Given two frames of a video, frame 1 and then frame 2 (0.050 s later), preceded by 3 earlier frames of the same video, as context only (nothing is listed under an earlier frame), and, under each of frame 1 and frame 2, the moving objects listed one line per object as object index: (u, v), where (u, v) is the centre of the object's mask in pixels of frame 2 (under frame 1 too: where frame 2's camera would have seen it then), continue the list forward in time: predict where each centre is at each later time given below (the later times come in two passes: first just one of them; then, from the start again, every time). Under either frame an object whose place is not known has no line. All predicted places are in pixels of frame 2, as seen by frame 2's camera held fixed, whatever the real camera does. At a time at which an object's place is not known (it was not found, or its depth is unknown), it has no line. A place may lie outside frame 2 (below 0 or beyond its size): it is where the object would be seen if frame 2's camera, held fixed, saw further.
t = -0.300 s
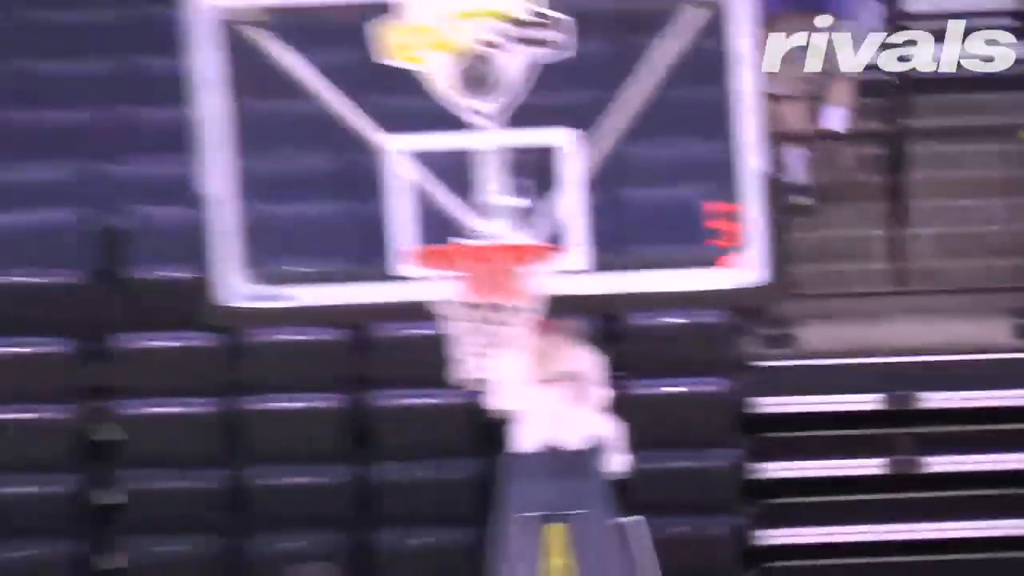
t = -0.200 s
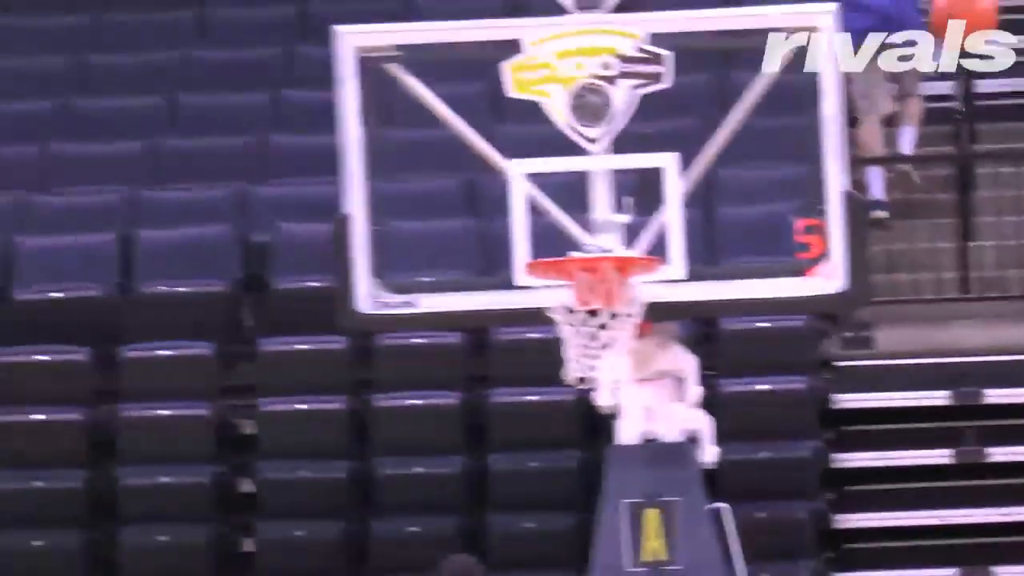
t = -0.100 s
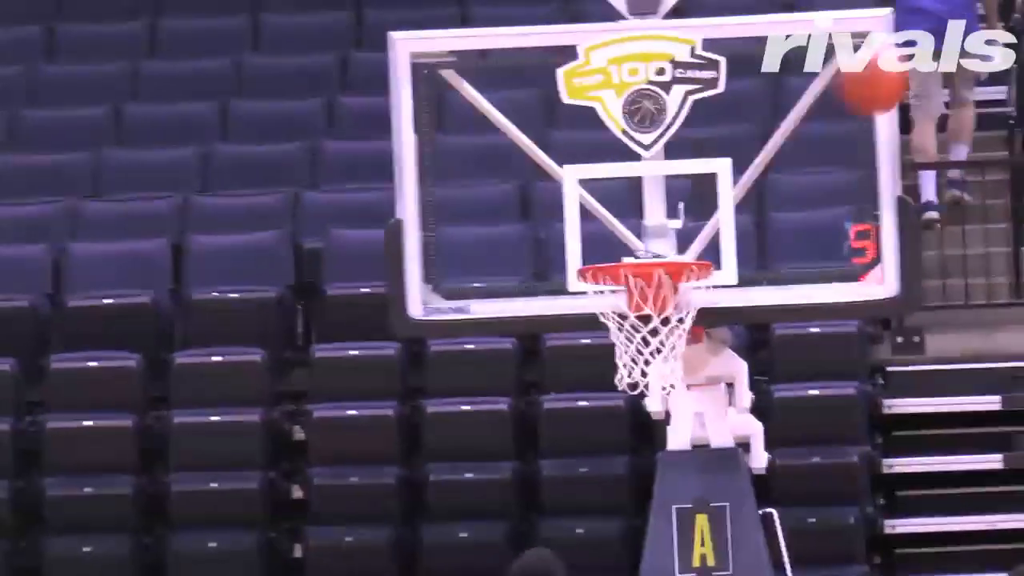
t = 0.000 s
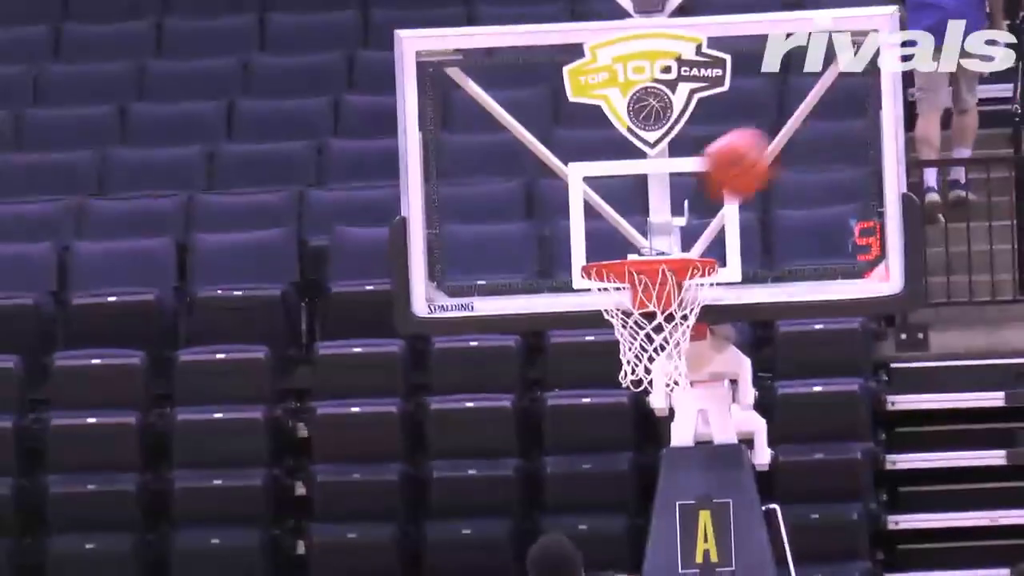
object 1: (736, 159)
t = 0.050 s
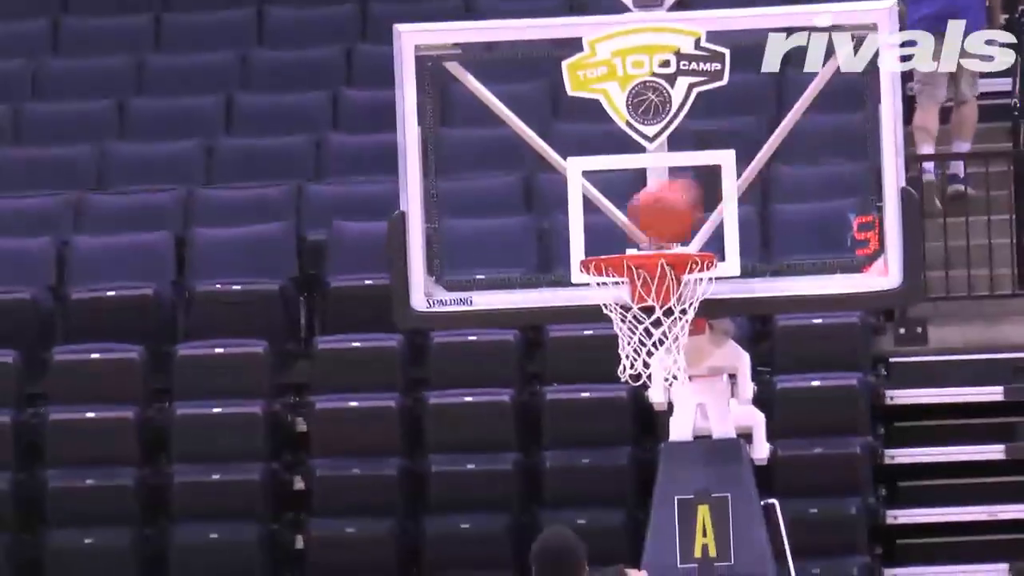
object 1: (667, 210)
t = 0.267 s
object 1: (697, 336)
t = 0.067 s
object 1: (638, 229)
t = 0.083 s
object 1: (615, 248)
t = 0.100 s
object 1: (620, 244)
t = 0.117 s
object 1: (636, 277)
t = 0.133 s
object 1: (645, 288)
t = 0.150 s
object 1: (653, 295)
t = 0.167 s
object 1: (657, 299)
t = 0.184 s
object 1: (656, 299)
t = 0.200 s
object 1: (687, 313)
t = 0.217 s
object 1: (680, 323)
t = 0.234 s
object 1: (686, 325)
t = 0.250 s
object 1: (693, 333)
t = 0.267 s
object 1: (697, 336)
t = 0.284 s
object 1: (698, 338)
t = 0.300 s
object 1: (700, 340)
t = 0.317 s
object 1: (700, 343)
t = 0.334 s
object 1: (699, 359)
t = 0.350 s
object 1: (697, 359)
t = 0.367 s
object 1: (696, 359)
